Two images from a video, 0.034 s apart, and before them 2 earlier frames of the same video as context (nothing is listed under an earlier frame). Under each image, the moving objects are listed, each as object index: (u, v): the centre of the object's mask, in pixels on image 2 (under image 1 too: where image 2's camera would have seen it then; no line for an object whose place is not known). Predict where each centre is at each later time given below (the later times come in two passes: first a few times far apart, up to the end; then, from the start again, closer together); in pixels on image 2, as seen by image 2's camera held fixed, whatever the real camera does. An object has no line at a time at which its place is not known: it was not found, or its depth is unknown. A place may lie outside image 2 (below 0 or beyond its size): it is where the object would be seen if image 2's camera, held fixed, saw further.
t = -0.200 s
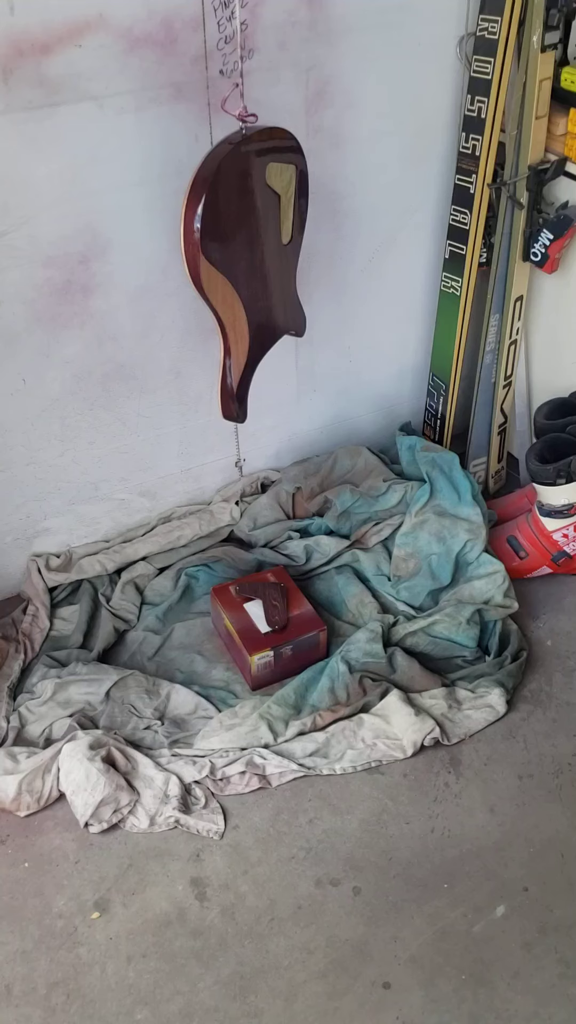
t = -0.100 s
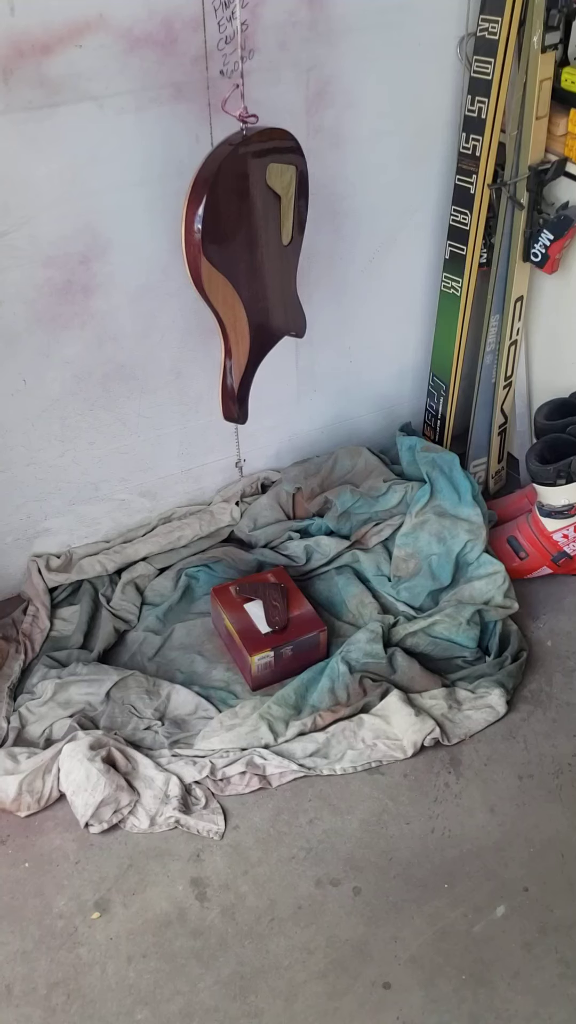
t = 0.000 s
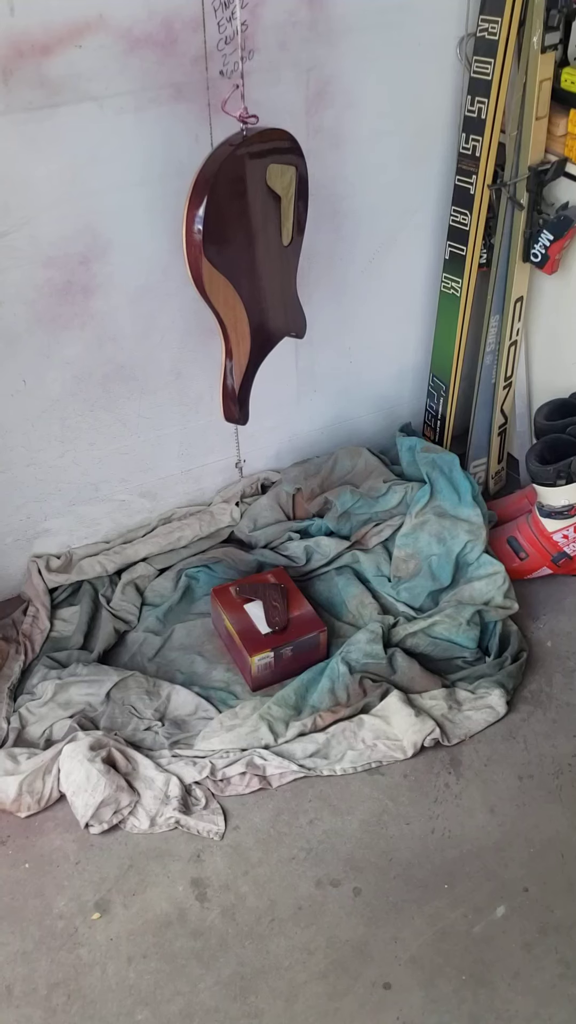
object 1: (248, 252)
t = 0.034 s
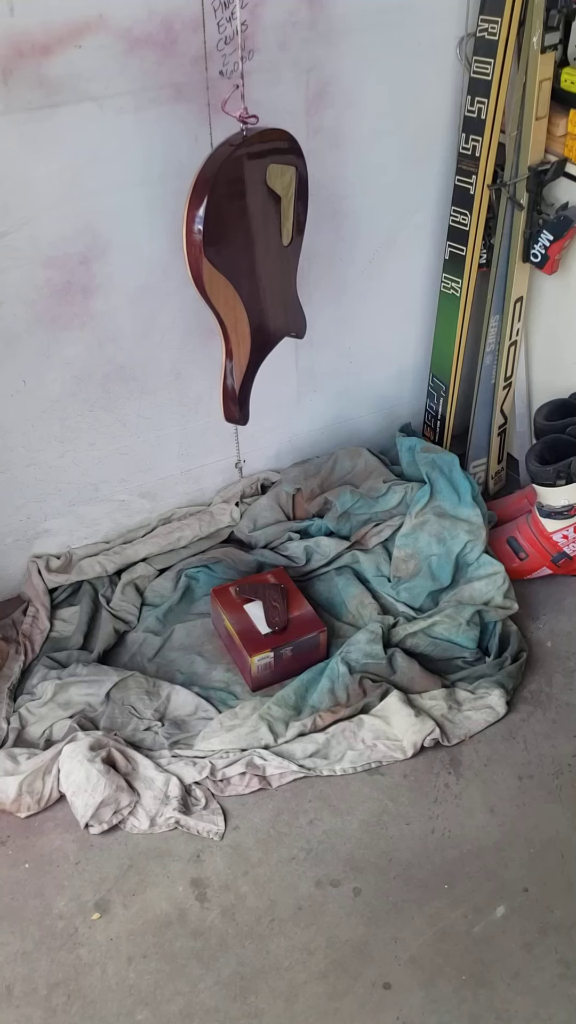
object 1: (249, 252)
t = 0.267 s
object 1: (251, 251)
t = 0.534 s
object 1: (254, 249)
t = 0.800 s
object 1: (255, 248)
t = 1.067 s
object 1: (254, 246)
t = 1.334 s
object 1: (251, 247)
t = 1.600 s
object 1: (249, 249)
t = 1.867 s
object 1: (248, 251)
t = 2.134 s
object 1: (249, 252)
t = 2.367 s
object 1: (251, 251)
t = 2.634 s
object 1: (254, 249)
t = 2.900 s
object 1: (255, 247)
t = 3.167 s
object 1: (254, 246)
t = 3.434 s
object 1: (251, 246)
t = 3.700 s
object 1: (248, 248)
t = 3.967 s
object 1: (248, 250)
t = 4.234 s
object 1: (249, 248)
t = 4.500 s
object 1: (248, 244)
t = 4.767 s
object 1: (250, 241)
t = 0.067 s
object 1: (249, 251)
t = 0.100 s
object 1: (249, 251)
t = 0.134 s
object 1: (249, 251)
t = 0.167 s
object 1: (250, 251)
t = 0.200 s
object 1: (250, 251)
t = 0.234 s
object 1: (250, 251)
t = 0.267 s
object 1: (251, 251)
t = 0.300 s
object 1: (251, 251)
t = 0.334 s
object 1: (252, 250)
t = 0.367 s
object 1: (252, 250)
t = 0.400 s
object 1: (252, 250)
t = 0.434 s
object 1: (253, 250)
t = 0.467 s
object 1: (253, 250)
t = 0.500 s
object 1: (253, 249)
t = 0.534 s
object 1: (254, 249)
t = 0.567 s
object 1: (254, 249)
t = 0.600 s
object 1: (254, 248)
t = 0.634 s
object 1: (254, 248)
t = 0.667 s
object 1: (254, 248)
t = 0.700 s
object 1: (255, 248)
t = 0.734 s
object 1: (255, 248)
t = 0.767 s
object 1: (255, 248)
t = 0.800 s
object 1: (255, 248)
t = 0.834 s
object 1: (255, 247)
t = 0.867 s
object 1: (255, 247)
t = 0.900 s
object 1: (255, 247)
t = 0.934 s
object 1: (255, 246)
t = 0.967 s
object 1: (254, 246)
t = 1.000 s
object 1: (254, 246)
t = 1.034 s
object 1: (254, 246)
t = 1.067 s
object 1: (254, 246)
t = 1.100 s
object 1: (254, 246)
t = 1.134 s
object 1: (253, 246)
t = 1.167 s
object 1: (253, 246)
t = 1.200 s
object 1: (253, 247)
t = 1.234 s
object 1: (252, 246)
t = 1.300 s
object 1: (252, 247)
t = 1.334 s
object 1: (251, 247)
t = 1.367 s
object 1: (251, 248)
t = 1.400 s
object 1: (251, 248)
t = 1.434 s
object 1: (250, 248)
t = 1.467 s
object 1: (250, 248)
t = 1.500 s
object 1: (250, 248)
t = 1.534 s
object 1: (249, 248)
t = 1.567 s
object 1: (249, 249)
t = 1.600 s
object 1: (249, 249)
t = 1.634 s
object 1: (248, 249)
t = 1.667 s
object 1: (248, 249)
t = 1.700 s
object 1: (248, 250)
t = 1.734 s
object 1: (248, 250)
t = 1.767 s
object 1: (248, 250)
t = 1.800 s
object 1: (248, 250)
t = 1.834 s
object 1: (248, 251)
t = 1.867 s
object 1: (248, 251)
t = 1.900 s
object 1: (248, 251)
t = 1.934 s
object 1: (248, 251)
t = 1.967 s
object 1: (248, 251)
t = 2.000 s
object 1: (248, 251)
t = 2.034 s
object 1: (248, 252)
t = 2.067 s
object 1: (248, 252)
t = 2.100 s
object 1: (249, 252)
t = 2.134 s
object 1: (249, 252)
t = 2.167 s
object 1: (249, 252)
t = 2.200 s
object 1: (250, 252)
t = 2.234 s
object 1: (250, 252)
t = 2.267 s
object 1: (250, 251)
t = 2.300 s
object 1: (251, 251)
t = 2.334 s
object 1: (251, 251)
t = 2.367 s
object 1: (251, 251)
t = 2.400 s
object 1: (252, 251)
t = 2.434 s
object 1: (252, 250)
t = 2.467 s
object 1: (253, 250)
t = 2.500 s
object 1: (253, 250)
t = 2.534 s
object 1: (253, 250)
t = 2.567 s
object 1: (253, 250)
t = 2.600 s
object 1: (254, 249)
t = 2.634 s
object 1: (254, 249)
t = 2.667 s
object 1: (254, 249)
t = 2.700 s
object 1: (254, 248)
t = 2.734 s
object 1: (255, 248)
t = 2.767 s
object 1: (255, 248)
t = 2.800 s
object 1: (255, 248)
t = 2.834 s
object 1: (255, 247)
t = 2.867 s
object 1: (255, 247)
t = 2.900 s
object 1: (255, 247)
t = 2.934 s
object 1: (255, 246)
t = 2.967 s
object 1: (255, 246)
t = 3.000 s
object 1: (255, 246)
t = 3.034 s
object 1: (255, 246)
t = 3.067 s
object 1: (255, 246)
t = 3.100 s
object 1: (254, 246)
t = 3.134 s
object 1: (254, 246)
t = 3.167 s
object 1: (254, 246)
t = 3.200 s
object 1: (254, 246)
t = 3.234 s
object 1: (253, 246)
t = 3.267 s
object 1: (253, 246)
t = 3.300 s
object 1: (252, 246)
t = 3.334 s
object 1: (252, 246)
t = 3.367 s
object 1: (252, 246)
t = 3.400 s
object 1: (251, 246)
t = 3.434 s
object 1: (251, 246)
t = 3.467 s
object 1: (251, 247)
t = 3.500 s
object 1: (250, 247)
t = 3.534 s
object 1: (250, 247)
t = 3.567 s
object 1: (250, 247)
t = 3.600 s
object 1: (249, 247)
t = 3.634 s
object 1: (249, 248)
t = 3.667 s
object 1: (249, 248)
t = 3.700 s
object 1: (248, 248)
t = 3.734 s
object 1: (248, 249)
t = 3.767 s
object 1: (248, 249)
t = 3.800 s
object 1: (248, 249)
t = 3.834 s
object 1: (248, 249)
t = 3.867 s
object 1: (248, 250)
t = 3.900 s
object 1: (248, 250)
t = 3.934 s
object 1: (248, 250)
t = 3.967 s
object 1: (248, 250)
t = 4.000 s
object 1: (248, 250)
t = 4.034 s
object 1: (248, 250)
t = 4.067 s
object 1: (248, 249)
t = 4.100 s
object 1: (248, 249)
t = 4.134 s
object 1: (248, 249)
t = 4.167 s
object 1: (249, 248)
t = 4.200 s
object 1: (249, 248)
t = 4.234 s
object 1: (249, 248)
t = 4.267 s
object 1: (249, 247)
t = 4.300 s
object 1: (249, 247)
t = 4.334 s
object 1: (249, 246)
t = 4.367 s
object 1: (248, 245)
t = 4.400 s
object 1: (248, 245)
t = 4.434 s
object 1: (248, 245)
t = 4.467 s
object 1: (248, 244)
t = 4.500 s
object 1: (248, 244)
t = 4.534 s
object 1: (249, 244)
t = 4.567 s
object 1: (249, 243)
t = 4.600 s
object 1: (249, 243)
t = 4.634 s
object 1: (249, 242)
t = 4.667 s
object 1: (249, 242)
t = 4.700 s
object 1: (250, 241)
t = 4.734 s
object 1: (250, 241)
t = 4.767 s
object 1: (250, 241)
